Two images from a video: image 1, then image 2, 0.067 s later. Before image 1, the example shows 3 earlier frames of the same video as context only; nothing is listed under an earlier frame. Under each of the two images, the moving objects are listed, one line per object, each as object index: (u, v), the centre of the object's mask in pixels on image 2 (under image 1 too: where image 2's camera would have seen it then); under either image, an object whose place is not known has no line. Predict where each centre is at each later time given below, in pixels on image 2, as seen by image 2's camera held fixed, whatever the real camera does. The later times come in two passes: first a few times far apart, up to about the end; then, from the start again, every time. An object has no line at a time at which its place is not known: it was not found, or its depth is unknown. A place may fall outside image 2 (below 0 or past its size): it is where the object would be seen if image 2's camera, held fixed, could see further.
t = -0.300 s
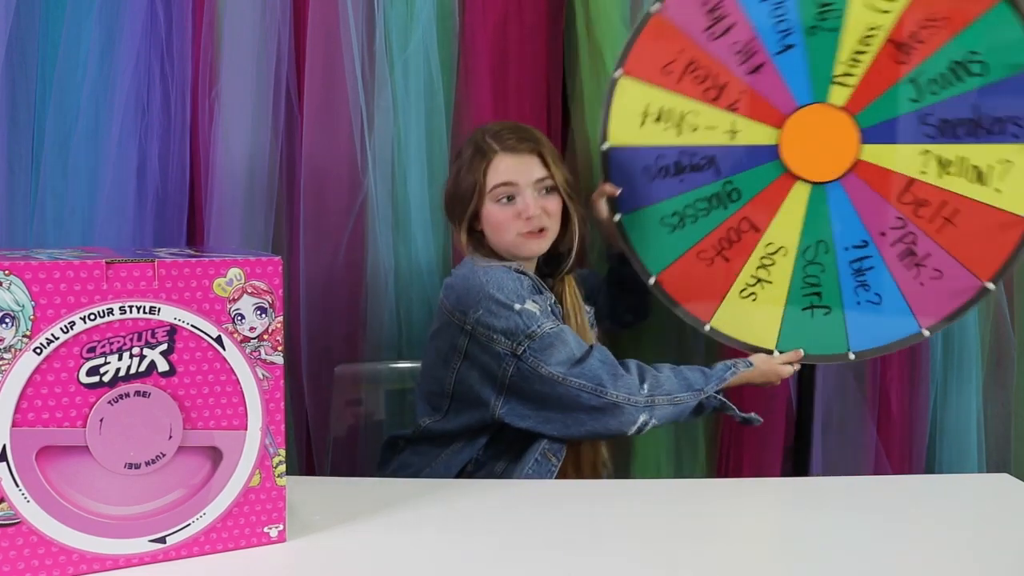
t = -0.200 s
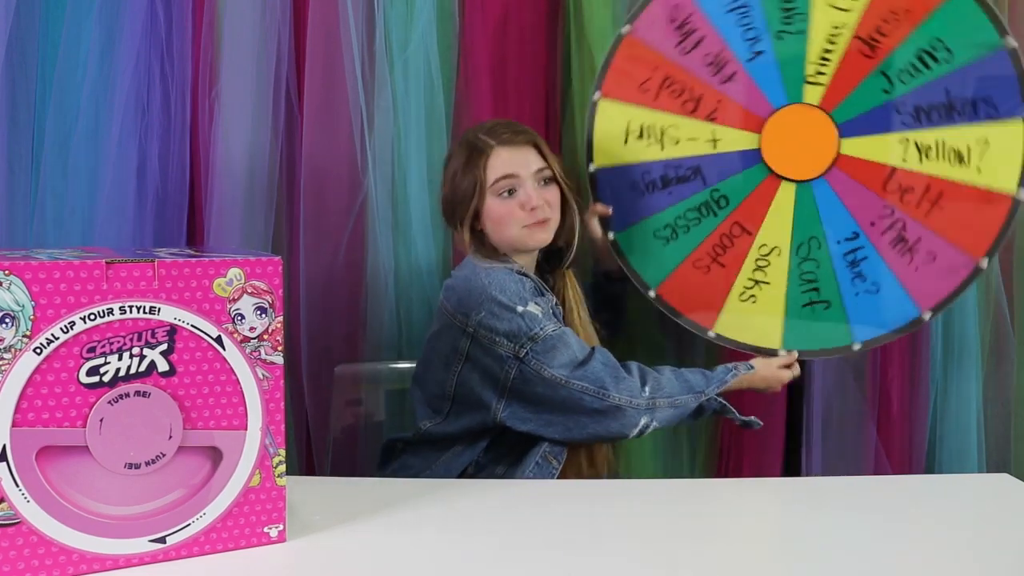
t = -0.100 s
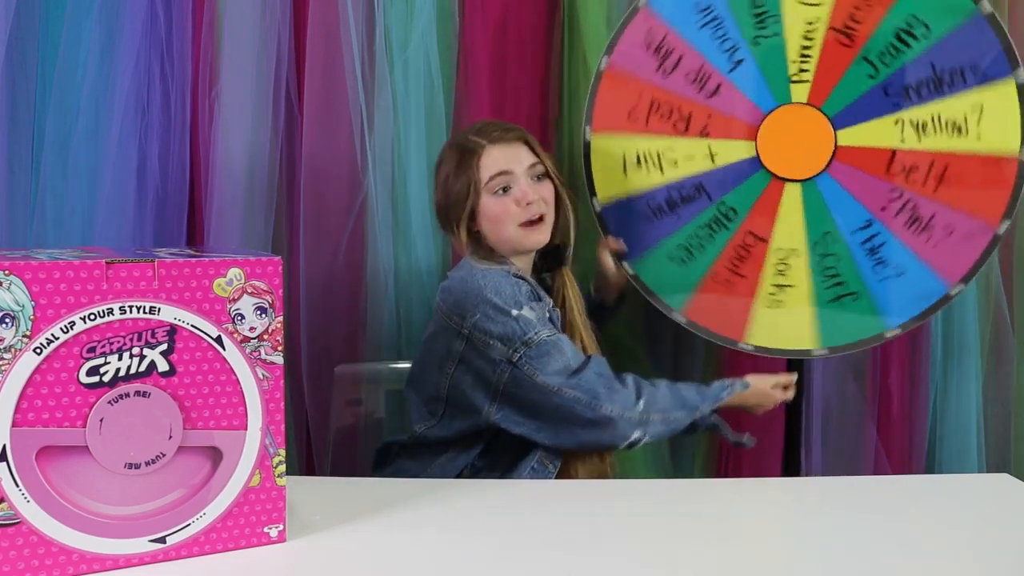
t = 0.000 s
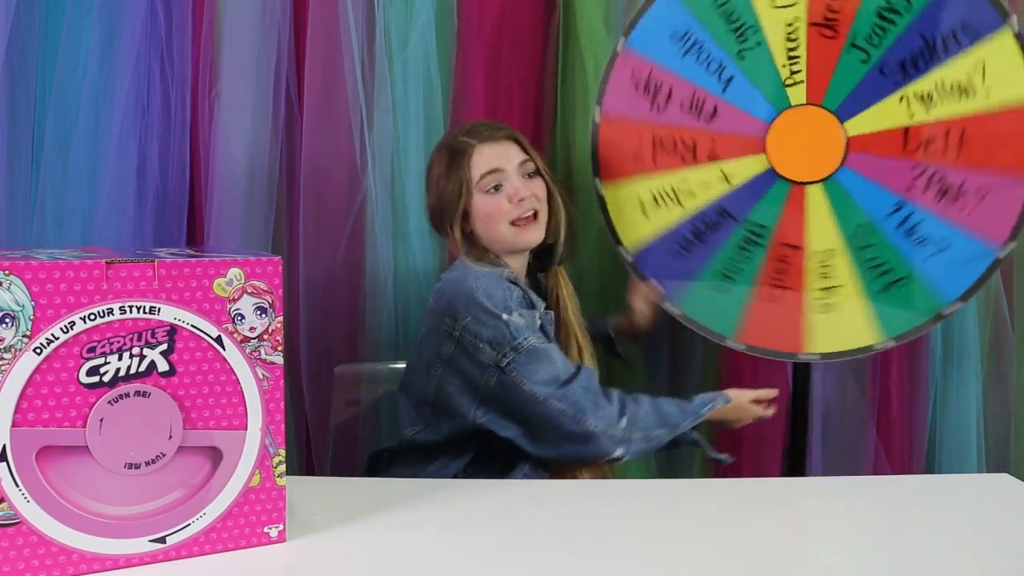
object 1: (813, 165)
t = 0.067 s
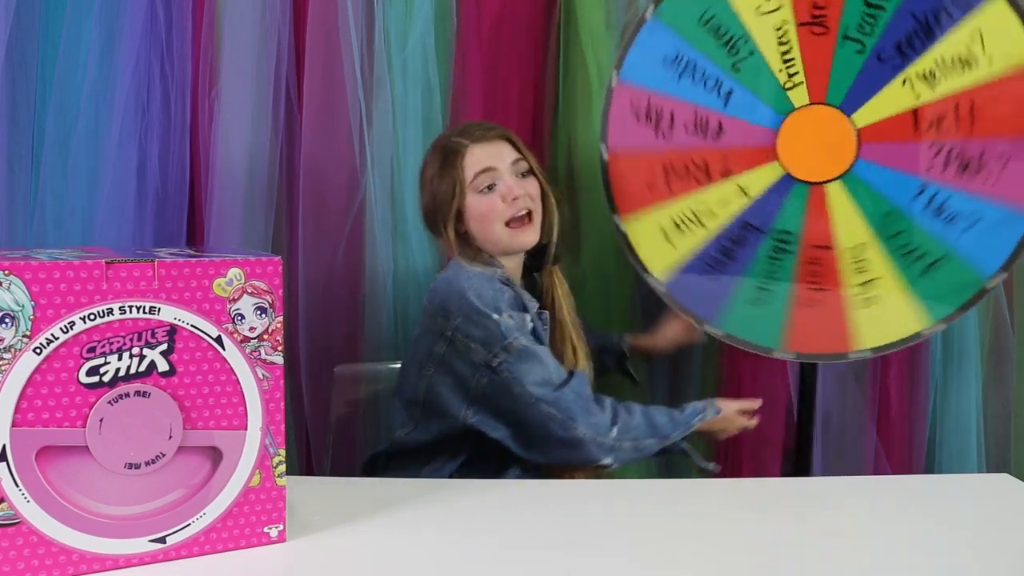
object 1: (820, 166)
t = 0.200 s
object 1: (829, 167)
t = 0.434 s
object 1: (823, 166)
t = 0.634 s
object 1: (814, 165)
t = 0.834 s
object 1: (820, 166)
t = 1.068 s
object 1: (819, 166)
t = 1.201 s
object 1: (817, 166)
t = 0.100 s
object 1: (823, 166)
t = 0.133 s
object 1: (826, 166)
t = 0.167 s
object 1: (828, 167)
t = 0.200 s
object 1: (829, 167)
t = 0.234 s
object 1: (830, 167)
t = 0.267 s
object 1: (830, 167)
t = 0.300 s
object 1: (829, 167)
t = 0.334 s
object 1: (828, 167)
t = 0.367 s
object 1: (826, 167)
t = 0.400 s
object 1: (824, 167)
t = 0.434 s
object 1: (823, 166)
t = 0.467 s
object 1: (821, 166)
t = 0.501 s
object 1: (819, 166)
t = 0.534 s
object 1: (817, 165)
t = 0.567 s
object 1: (815, 165)
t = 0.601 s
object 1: (814, 165)
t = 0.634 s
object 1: (814, 165)
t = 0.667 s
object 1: (815, 165)
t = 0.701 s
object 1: (816, 165)
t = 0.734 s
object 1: (818, 165)
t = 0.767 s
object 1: (819, 166)
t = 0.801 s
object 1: (820, 166)
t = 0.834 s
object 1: (820, 166)
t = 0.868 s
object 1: (820, 166)
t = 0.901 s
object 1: (820, 166)
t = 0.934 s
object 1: (820, 166)
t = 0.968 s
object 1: (820, 166)
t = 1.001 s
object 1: (820, 166)
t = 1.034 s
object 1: (820, 166)
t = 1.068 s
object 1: (819, 166)
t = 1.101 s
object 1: (818, 166)
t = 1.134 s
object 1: (818, 166)
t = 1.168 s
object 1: (817, 166)
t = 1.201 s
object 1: (817, 166)
